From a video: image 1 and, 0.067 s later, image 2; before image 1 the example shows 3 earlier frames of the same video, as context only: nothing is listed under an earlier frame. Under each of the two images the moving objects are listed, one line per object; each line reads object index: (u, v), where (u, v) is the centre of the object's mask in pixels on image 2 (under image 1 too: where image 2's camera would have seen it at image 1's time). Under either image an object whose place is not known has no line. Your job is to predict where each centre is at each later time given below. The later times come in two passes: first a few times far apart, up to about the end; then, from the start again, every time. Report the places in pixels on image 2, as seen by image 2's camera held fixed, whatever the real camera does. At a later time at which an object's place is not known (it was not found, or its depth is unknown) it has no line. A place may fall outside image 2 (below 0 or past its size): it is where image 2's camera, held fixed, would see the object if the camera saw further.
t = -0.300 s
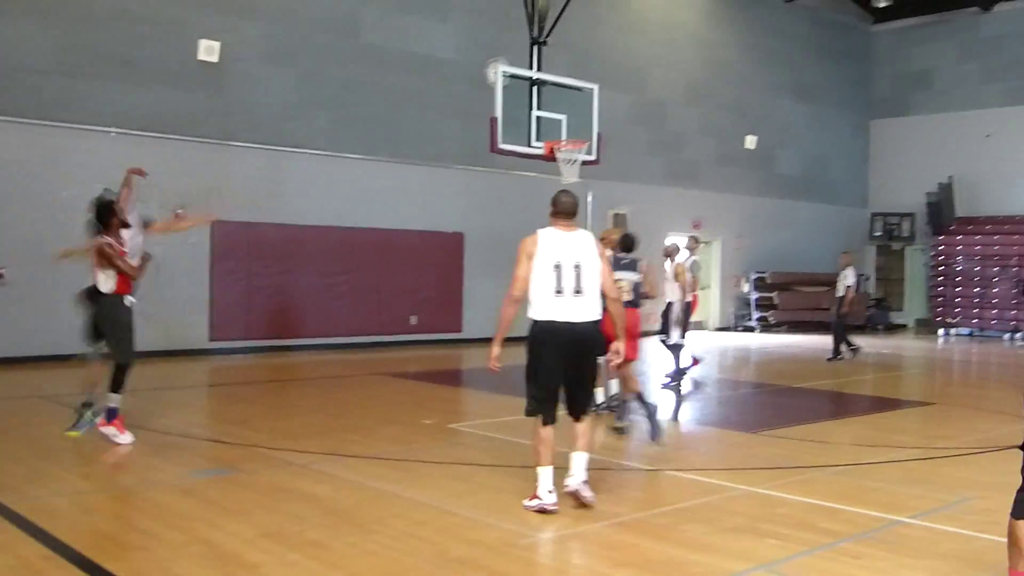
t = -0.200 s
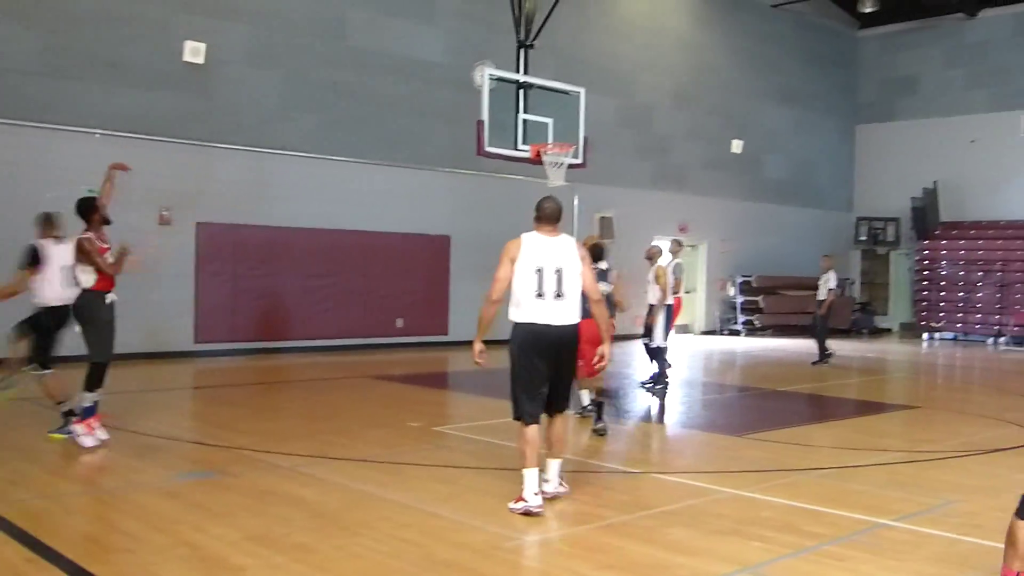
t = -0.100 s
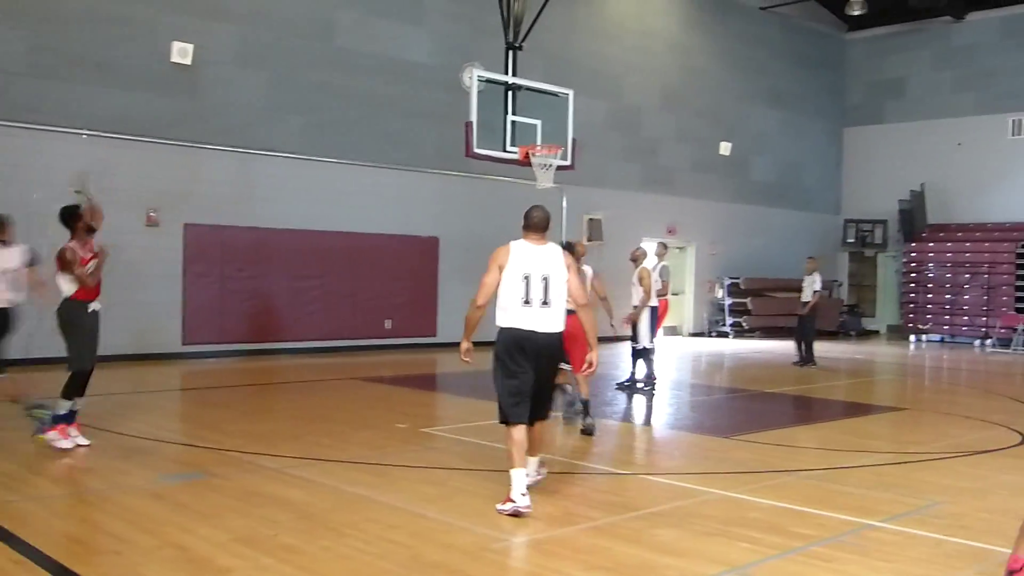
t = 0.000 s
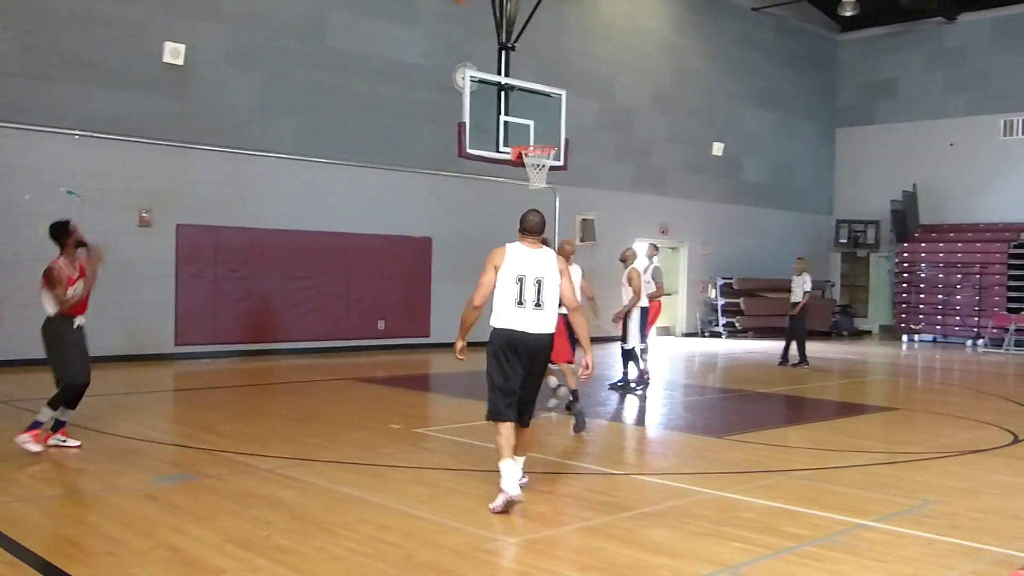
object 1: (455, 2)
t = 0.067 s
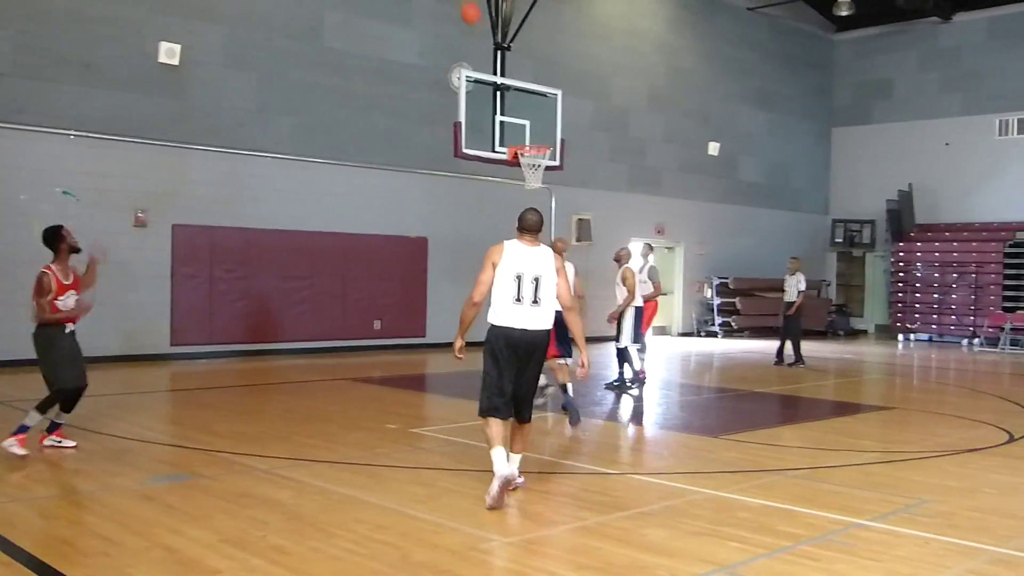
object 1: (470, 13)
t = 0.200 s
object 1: (500, 63)
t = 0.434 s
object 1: (537, 120)
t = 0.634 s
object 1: (554, 80)
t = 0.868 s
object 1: (574, 73)
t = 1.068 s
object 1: (590, 100)
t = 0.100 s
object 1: (477, 23)
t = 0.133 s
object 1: (485, 36)
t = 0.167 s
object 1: (492, 50)
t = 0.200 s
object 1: (500, 63)
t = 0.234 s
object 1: (506, 78)
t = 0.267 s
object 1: (512, 93)
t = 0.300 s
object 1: (519, 106)
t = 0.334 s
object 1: (525, 122)
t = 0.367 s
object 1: (531, 137)
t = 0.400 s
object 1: (534, 129)
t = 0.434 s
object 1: (537, 120)
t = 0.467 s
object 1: (540, 112)
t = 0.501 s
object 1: (542, 104)
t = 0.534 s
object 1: (546, 98)
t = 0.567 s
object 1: (549, 90)
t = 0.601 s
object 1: (552, 85)
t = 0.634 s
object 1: (554, 80)
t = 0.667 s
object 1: (557, 77)
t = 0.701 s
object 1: (560, 74)
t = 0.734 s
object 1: (563, 72)
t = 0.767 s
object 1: (565, 71)
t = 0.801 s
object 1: (568, 71)
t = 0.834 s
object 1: (570, 71)
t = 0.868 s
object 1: (574, 73)
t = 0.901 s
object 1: (576, 75)
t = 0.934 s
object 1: (579, 78)
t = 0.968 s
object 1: (582, 82)
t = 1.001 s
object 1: (585, 87)
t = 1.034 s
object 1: (587, 93)
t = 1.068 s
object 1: (590, 100)
